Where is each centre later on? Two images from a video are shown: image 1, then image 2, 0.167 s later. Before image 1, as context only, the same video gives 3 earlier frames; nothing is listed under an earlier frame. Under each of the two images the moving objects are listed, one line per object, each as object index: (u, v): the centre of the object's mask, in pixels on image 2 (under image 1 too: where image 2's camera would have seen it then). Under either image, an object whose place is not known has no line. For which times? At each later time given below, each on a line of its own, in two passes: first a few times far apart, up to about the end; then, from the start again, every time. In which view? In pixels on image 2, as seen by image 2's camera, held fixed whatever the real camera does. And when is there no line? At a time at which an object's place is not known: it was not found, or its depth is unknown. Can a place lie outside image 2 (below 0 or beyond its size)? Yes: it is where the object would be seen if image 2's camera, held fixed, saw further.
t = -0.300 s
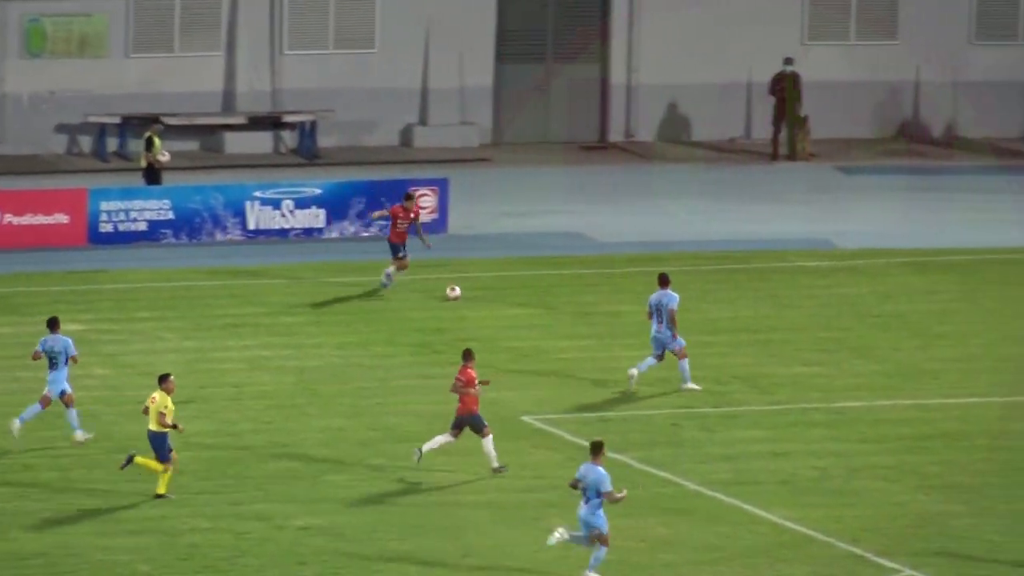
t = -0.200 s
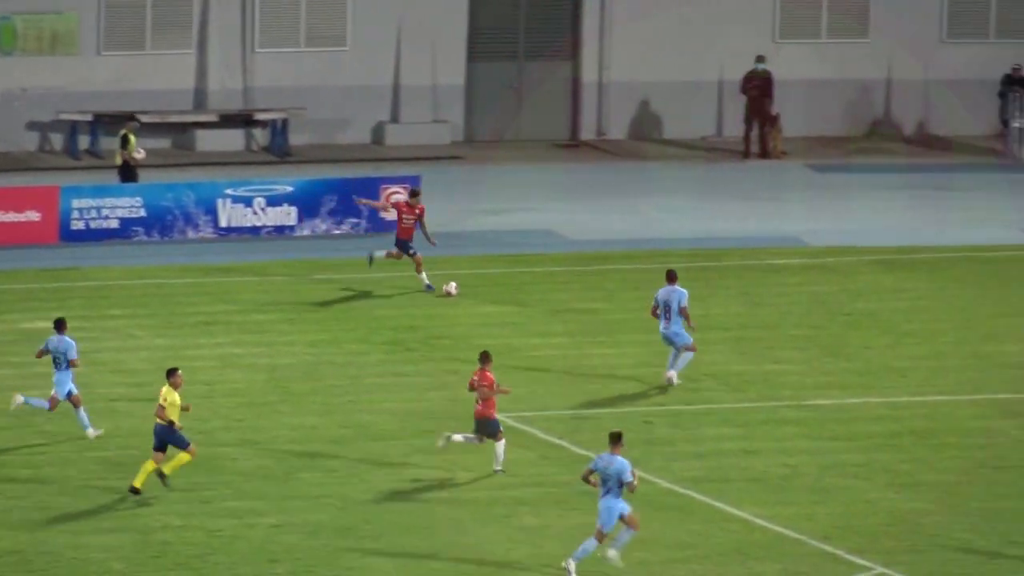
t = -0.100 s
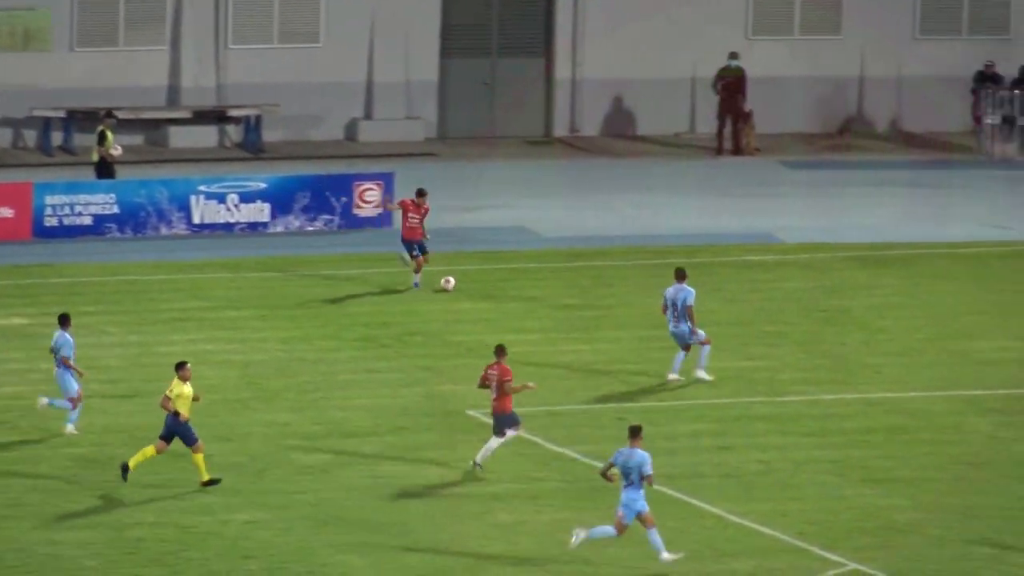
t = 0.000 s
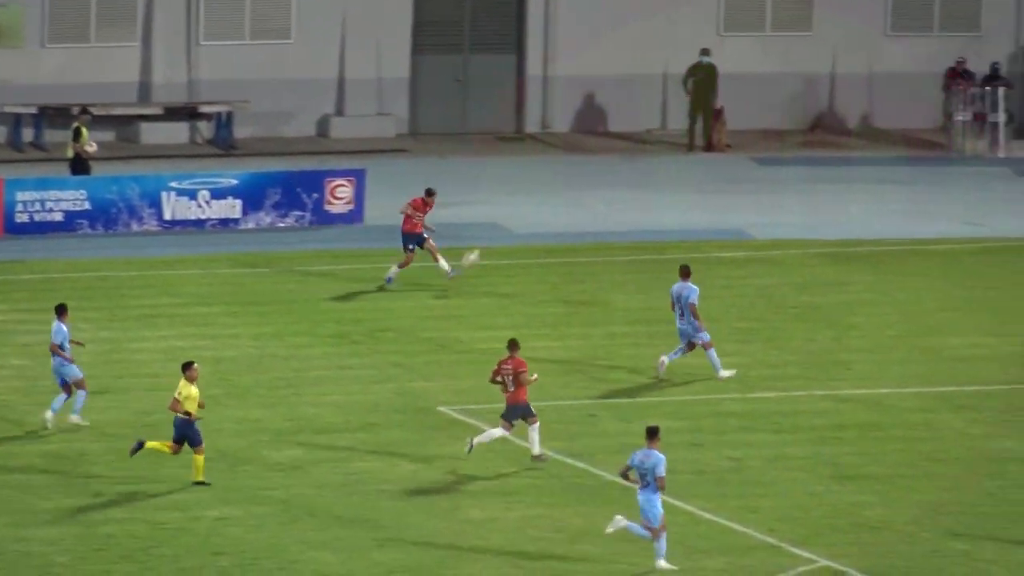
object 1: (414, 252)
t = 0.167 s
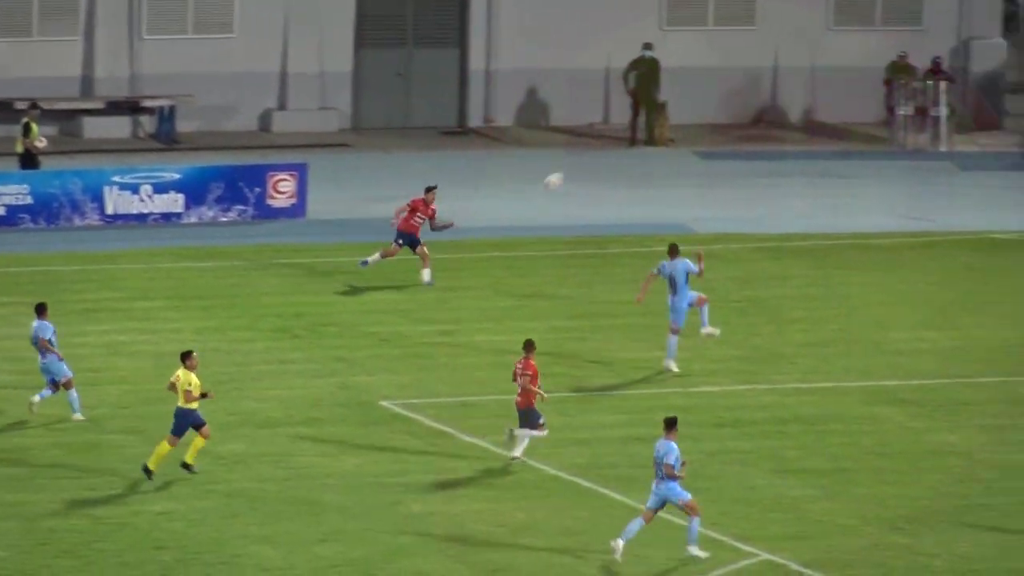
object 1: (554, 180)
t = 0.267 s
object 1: (637, 144)
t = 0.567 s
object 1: (895, 67)
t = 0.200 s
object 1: (581, 169)
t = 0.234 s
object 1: (609, 156)
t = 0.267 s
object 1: (637, 144)
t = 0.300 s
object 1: (665, 134)
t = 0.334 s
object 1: (692, 124)
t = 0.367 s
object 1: (722, 114)
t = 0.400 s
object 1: (750, 104)
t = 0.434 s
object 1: (778, 95)
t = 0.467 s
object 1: (807, 87)
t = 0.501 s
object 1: (836, 80)
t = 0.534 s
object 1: (865, 74)
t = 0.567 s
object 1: (895, 67)
